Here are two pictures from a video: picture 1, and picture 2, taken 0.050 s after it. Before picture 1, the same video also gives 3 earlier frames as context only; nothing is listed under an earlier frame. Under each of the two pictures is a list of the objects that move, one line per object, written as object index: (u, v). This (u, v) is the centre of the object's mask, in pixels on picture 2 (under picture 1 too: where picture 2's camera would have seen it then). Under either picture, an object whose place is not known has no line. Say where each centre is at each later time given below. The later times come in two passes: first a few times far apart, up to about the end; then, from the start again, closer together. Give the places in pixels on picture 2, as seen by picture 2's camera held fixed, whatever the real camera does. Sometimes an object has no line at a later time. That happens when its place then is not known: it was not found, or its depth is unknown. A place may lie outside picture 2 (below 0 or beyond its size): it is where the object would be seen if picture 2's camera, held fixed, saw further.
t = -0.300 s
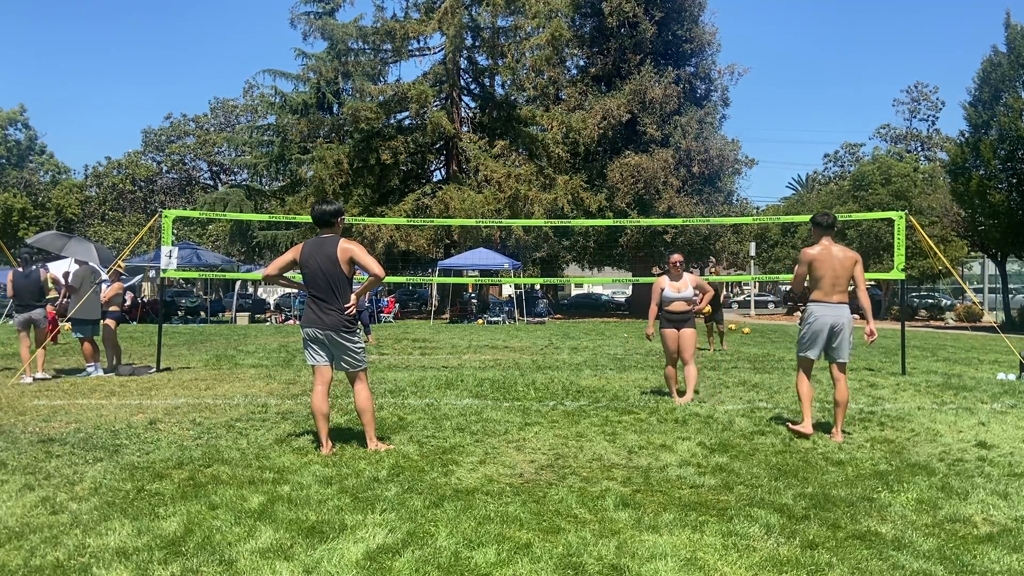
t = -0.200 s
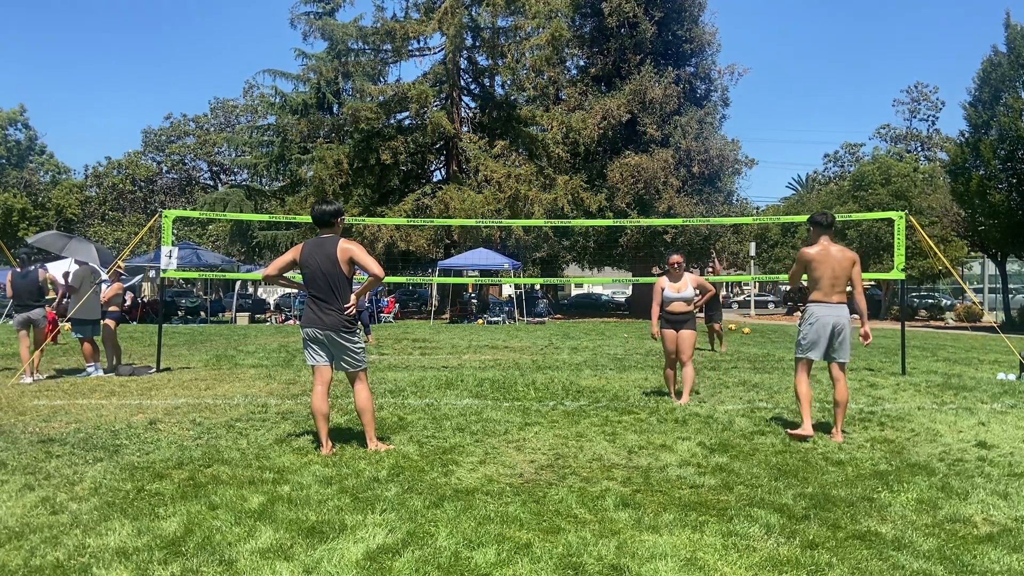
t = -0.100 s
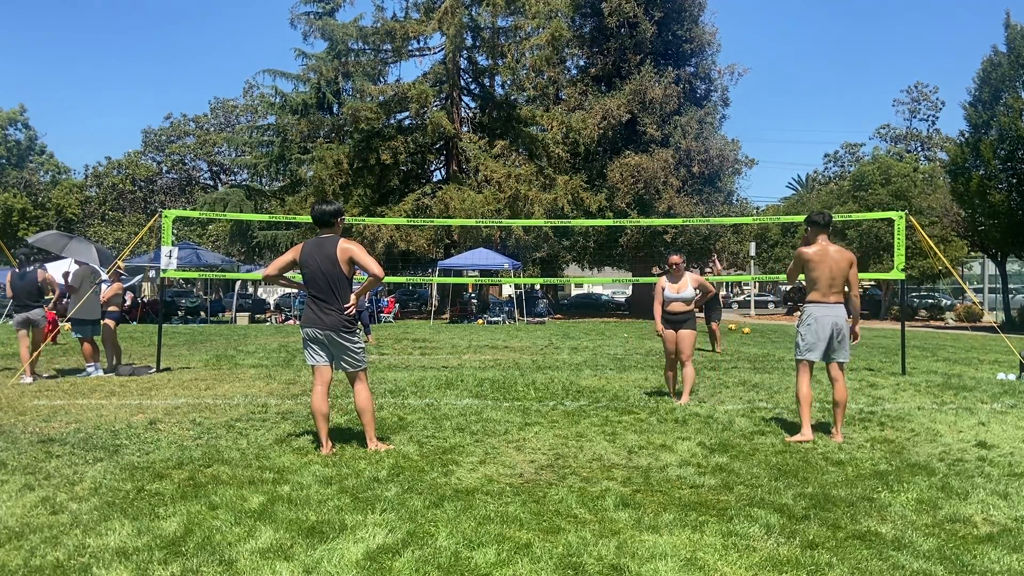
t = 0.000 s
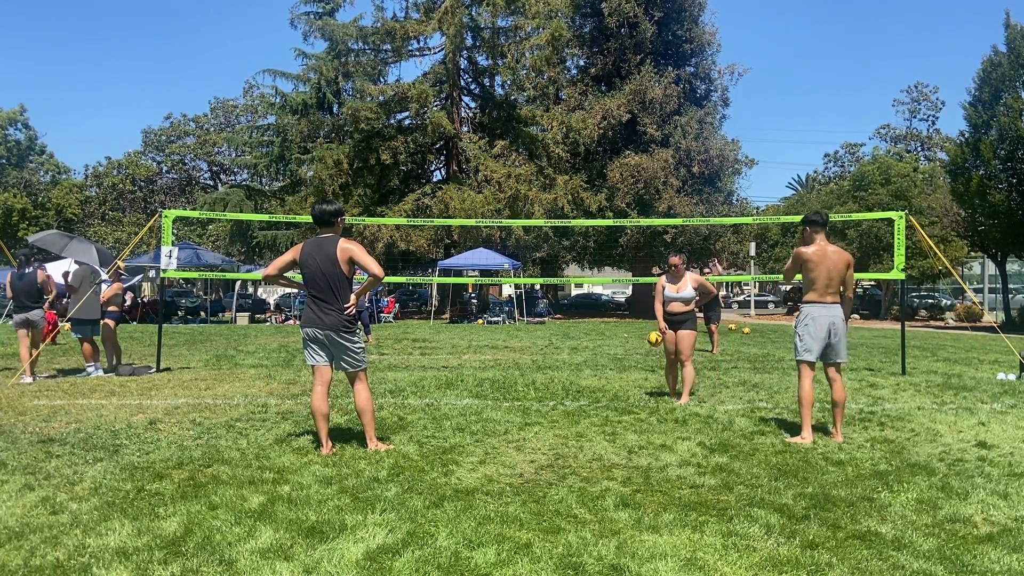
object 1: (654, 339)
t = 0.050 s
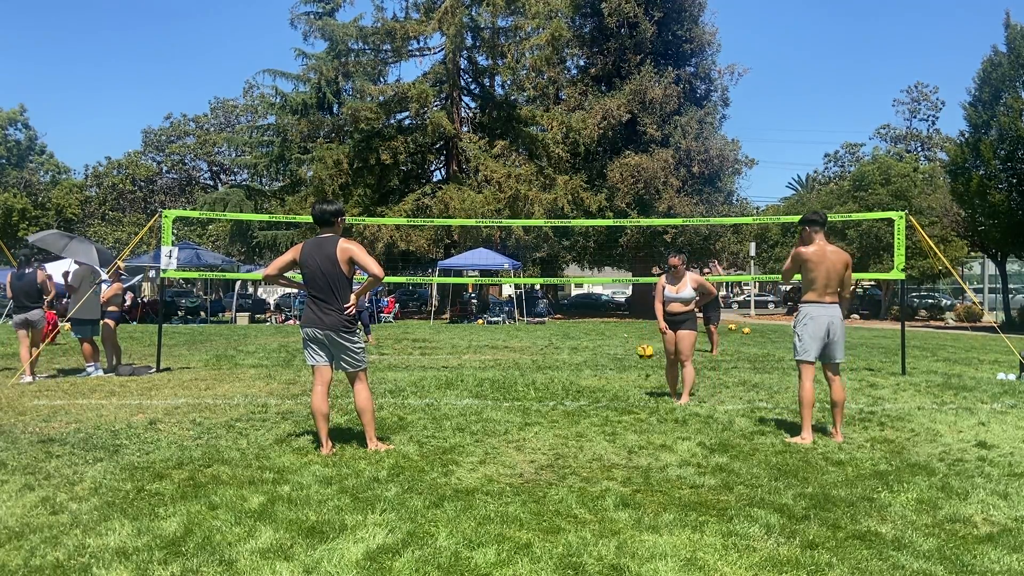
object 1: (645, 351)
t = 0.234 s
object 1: (611, 357)
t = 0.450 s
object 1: (568, 340)
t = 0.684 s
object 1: (510, 379)
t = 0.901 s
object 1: (443, 411)
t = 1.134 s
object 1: (348, 447)
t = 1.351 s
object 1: (216, 500)
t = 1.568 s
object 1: (20, 564)
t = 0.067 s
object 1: (641, 356)
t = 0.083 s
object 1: (638, 362)
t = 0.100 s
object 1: (635, 367)
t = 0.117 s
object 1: (631, 373)
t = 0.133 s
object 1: (628, 376)
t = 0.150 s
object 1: (625, 374)
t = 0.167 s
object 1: (623, 370)
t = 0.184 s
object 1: (619, 366)
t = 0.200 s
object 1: (617, 363)
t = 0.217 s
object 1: (614, 360)
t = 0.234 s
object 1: (611, 357)
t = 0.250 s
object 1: (608, 354)
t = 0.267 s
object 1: (605, 351)
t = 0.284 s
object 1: (602, 349)
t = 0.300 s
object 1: (599, 347)
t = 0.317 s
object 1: (596, 345)
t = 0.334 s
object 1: (592, 344)
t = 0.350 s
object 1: (589, 342)
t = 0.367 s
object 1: (586, 340)
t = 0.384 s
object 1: (582, 340)
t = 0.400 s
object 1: (579, 339)
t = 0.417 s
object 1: (575, 339)
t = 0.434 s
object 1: (572, 340)
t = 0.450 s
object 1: (568, 340)
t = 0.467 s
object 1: (564, 340)
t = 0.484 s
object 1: (561, 341)
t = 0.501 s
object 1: (556, 342)
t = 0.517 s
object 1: (553, 344)
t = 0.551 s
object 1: (544, 348)
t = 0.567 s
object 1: (541, 350)
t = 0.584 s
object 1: (537, 353)
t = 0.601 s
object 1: (532, 356)
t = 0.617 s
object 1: (528, 360)
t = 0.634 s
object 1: (523, 365)
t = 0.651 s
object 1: (519, 369)
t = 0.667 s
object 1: (514, 374)
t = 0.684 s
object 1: (510, 379)
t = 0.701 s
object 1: (505, 385)
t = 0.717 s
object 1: (500, 391)
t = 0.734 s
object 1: (495, 398)
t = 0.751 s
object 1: (490, 407)
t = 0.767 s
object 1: (485, 415)
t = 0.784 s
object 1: (480, 421)
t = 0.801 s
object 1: (474, 421)
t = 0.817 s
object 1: (470, 419)
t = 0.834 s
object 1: (464, 416)
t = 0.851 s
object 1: (459, 415)
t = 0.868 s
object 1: (454, 413)
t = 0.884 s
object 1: (449, 411)
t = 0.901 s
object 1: (443, 411)
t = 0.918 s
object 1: (437, 410)
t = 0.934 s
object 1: (431, 410)
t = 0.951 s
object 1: (425, 410)
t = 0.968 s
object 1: (419, 411)
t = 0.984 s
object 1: (413, 412)
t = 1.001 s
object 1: (406, 413)
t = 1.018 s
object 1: (399, 416)
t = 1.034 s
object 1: (393, 418)
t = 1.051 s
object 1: (386, 422)
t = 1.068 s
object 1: (378, 426)
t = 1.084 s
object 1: (371, 430)
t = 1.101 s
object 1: (363, 436)
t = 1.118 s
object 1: (355, 440)
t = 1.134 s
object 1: (348, 447)
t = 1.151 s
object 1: (339, 454)
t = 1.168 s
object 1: (330, 463)
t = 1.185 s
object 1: (321, 470)
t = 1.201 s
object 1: (312, 478)
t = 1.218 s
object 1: (303, 482)
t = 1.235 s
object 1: (292, 484)
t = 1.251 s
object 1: (283, 485)
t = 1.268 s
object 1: (272, 486)
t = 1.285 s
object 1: (262, 489)
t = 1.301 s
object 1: (251, 489)
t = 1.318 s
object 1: (240, 492)
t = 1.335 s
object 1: (228, 495)
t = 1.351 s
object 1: (216, 500)
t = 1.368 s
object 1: (203, 502)
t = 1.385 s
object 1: (191, 508)
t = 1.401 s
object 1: (176, 515)
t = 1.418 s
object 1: (162, 522)
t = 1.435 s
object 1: (147, 529)
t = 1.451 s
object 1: (132, 540)
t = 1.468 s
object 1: (116, 548)
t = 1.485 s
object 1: (101, 554)
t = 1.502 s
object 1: (84, 557)
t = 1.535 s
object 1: (49, 560)
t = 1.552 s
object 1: (32, 562)
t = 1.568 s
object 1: (20, 564)
